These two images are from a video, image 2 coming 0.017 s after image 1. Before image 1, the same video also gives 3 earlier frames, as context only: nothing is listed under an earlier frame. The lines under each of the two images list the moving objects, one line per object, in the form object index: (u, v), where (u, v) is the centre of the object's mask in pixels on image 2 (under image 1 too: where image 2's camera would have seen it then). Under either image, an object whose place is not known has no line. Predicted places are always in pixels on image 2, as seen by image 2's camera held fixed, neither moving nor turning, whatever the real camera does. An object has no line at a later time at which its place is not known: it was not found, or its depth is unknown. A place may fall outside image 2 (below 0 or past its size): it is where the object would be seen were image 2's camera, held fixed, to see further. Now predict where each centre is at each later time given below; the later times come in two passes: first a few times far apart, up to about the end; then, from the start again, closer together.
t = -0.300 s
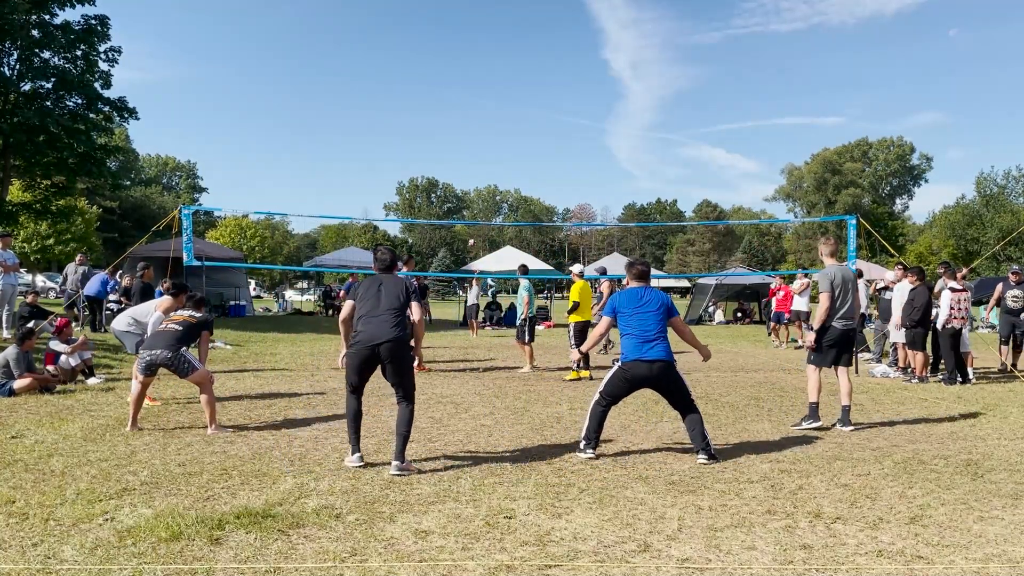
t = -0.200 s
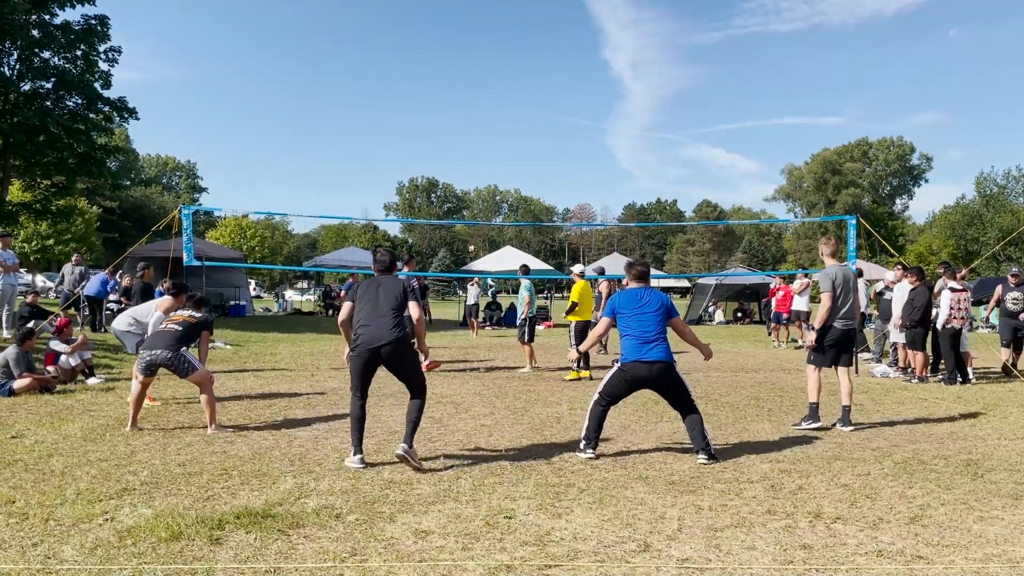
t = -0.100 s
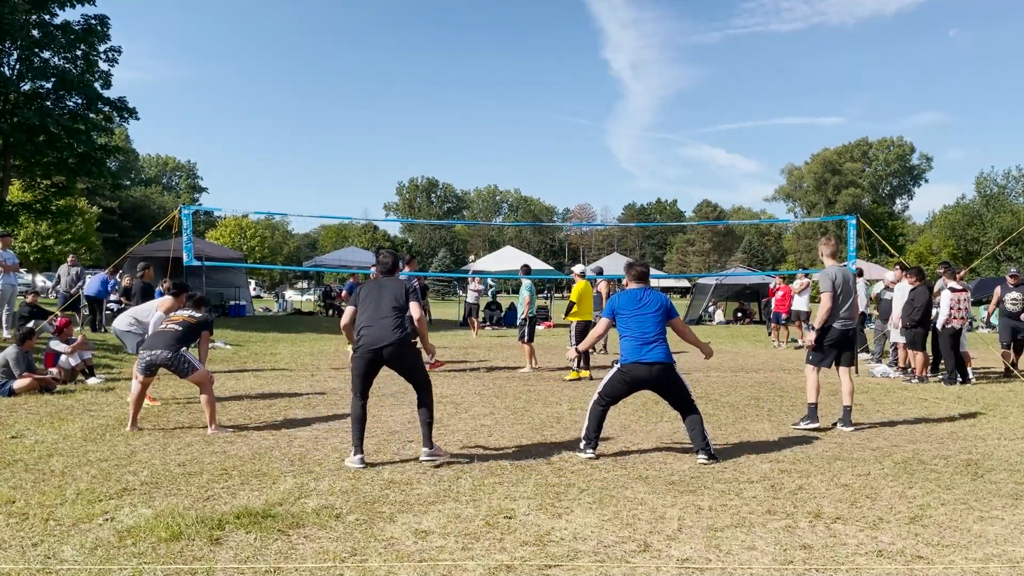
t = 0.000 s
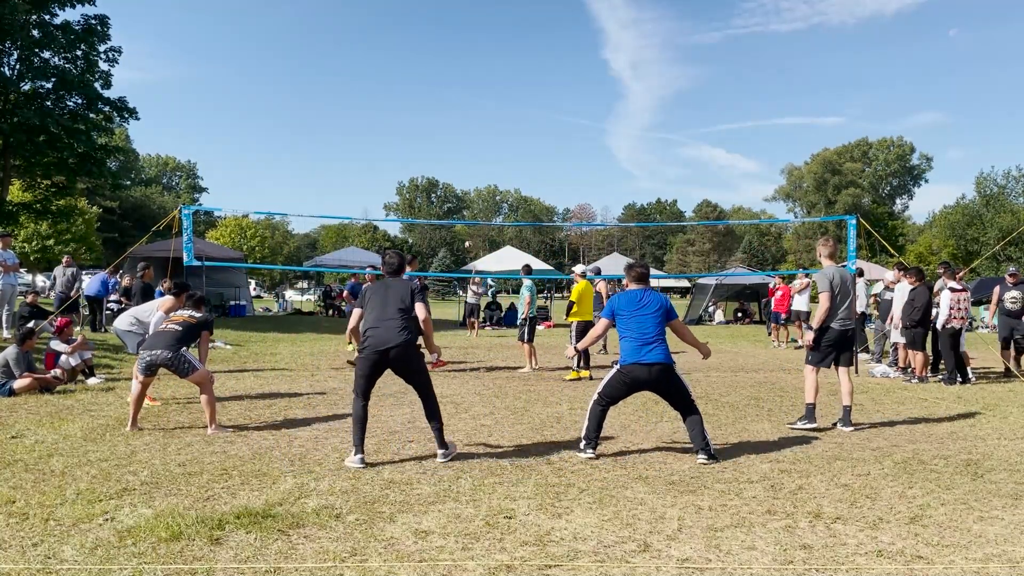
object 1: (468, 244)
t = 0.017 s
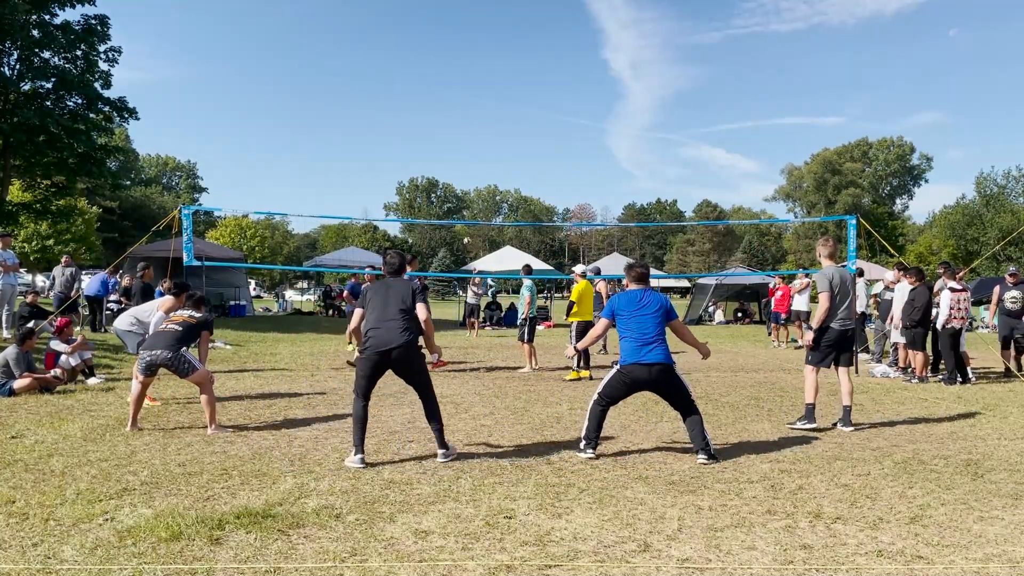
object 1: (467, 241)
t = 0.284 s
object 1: (449, 182)
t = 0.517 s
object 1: (425, 142)
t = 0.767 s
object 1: (396, 122)
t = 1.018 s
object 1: (360, 148)
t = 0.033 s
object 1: (466, 237)
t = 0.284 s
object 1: (449, 182)
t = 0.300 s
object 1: (448, 180)
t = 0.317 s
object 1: (446, 176)
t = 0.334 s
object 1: (444, 173)
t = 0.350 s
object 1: (443, 169)
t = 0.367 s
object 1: (441, 166)
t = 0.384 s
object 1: (440, 163)
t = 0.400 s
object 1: (437, 160)
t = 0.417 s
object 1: (436, 157)
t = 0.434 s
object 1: (434, 155)
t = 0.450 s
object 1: (432, 152)
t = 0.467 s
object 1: (430, 149)
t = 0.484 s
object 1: (429, 147)
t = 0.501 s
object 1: (427, 145)
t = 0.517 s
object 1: (425, 142)
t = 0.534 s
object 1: (423, 140)
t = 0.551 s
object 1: (421, 138)
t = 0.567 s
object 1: (419, 136)
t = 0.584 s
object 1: (417, 134)
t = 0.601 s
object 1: (416, 133)
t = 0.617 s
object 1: (414, 131)
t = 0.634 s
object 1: (412, 129)
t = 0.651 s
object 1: (410, 128)
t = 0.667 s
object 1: (408, 127)
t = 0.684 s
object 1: (406, 125)
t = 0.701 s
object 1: (404, 124)
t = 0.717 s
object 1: (402, 123)
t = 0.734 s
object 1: (400, 123)
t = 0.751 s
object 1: (398, 122)
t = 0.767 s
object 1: (396, 122)
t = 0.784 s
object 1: (394, 122)
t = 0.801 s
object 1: (392, 122)
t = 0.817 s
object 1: (390, 122)
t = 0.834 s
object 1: (388, 123)
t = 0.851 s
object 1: (385, 123)
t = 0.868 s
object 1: (383, 124)
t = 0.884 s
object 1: (381, 126)
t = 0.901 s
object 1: (378, 127)
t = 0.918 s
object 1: (376, 129)
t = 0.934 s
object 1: (373, 132)
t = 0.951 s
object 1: (371, 134)
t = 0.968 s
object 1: (368, 137)
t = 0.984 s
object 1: (365, 141)
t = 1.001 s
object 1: (363, 144)
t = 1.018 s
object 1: (360, 148)
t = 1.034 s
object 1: (357, 153)
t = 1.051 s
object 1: (355, 157)
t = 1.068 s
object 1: (352, 163)
